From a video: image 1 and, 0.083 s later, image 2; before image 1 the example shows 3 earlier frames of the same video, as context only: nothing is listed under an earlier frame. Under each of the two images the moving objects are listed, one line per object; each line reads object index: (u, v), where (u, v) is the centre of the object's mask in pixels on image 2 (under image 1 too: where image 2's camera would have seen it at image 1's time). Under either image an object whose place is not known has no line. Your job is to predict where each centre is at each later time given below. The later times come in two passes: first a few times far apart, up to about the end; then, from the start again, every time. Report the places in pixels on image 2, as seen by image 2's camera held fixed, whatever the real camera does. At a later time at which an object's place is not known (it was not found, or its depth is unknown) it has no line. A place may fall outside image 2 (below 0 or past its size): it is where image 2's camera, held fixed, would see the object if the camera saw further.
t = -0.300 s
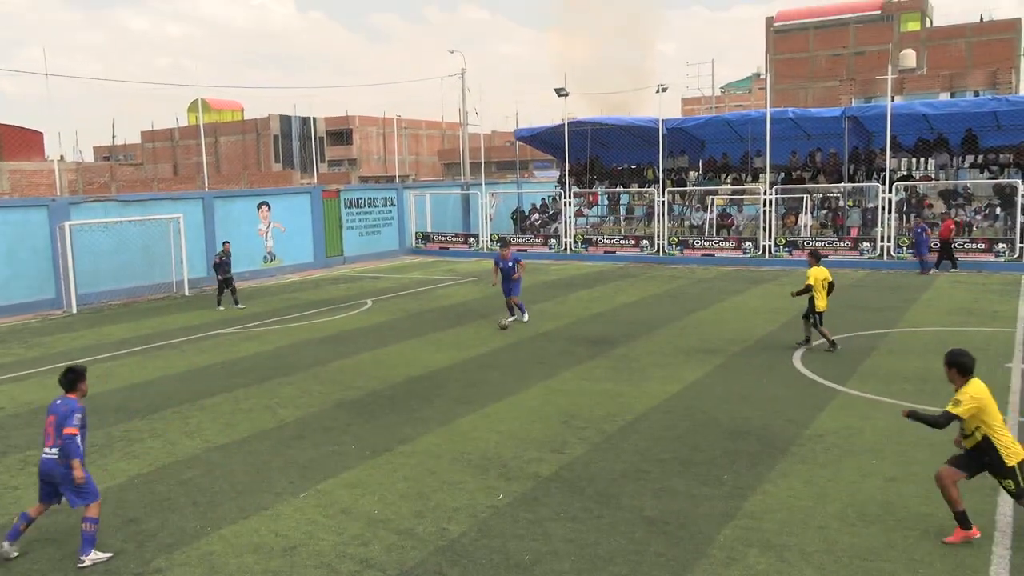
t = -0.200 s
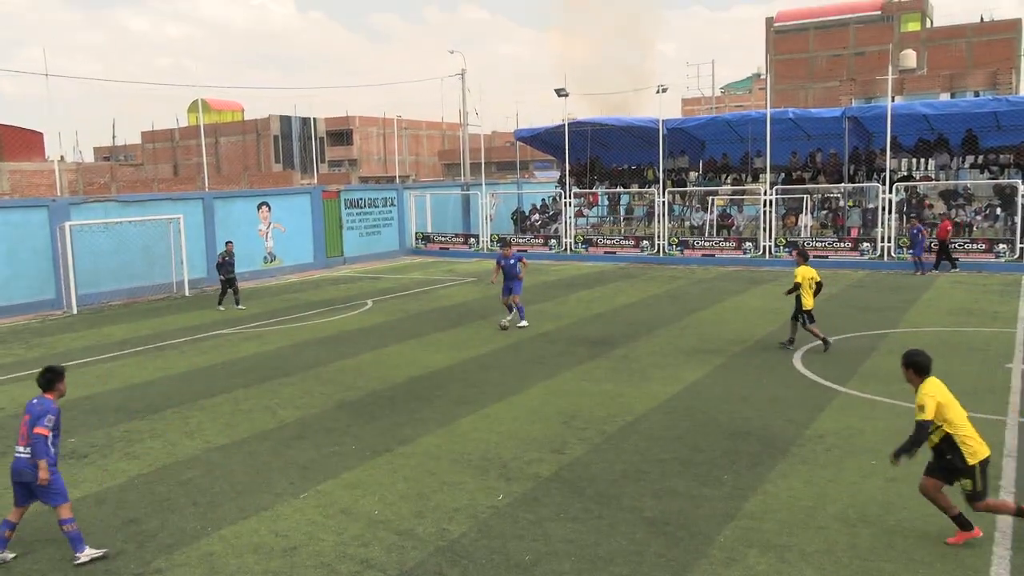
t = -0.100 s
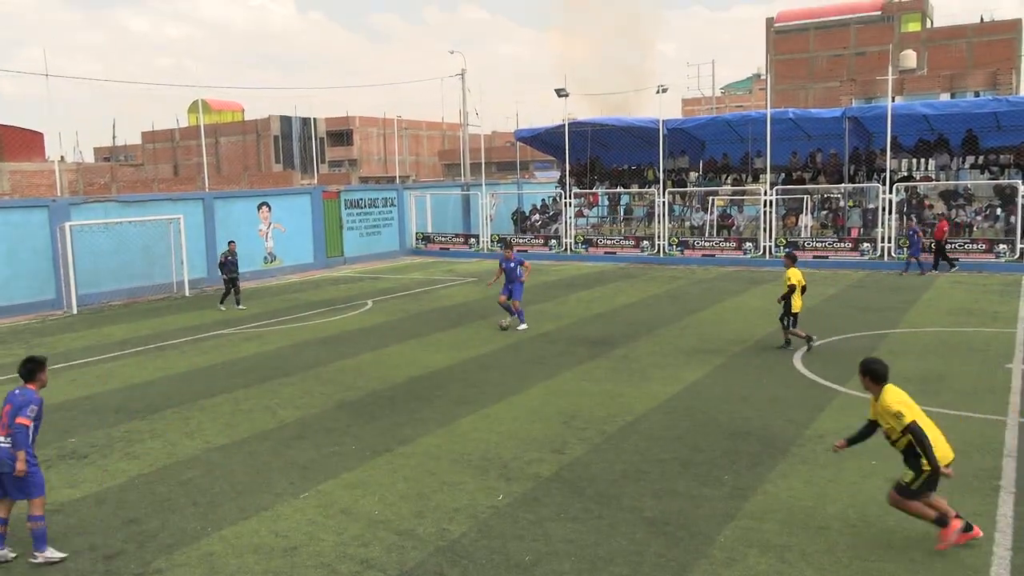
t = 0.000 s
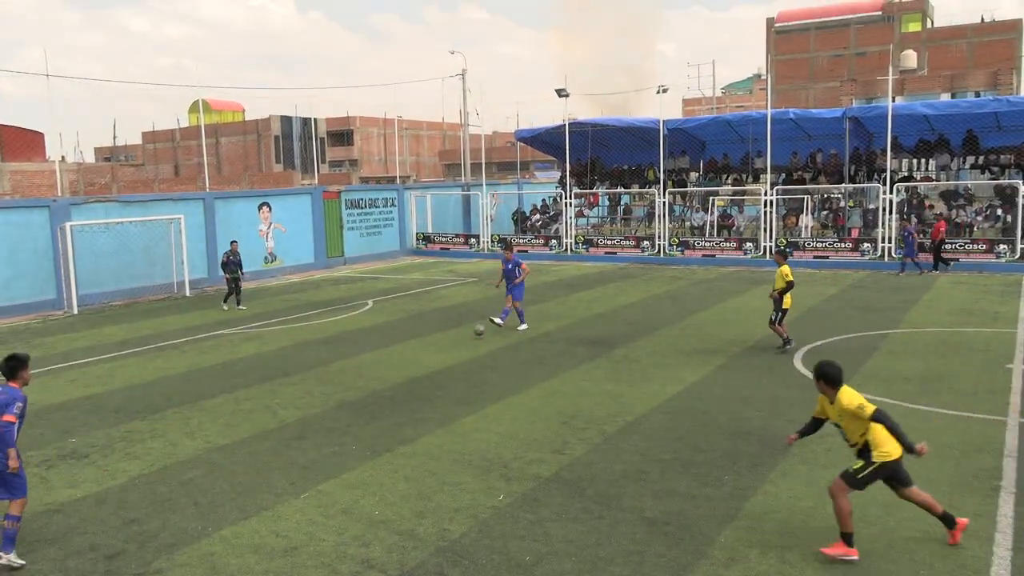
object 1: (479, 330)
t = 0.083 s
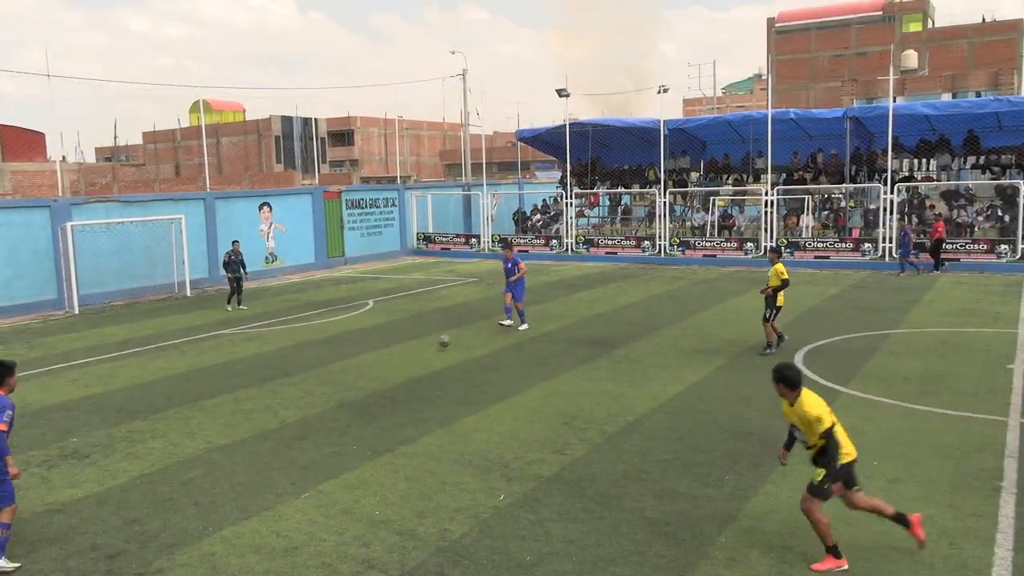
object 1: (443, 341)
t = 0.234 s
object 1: (369, 369)
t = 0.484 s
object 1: (215, 421)
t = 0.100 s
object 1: (436, 345)
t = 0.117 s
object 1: (428, 347)
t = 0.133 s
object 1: (420, 350)
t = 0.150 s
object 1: (413, 355)
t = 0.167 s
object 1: (403, 358)
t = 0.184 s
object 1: (394, 362)
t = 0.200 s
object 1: (386, 364)
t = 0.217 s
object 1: (377, 367)
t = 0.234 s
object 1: (369, 369)
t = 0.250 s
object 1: (360, 372)
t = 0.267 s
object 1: (351, 375)
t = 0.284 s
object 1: (342, 379)
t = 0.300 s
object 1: (333, 382)
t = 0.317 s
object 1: (323, 385)
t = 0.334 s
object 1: (313, 390)
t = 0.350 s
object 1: (303, 392)
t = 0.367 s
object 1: (293, 395)
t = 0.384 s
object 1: (283, 399)
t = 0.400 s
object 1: (272, 402)
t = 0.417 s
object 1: (262, 405)
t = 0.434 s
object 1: (250, 409)
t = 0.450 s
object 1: (239, 414)
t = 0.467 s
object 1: (227, 417)
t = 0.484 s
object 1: (215, 421)
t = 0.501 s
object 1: (204, 424)
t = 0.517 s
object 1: (192, 429)
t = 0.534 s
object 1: (179, 432)
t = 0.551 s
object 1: (167, 437)
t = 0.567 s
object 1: (155, 441)
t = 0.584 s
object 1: (143, 446)
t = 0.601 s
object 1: (129, 450)
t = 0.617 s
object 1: (115, 454)
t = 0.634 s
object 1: (100, 460)
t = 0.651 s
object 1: (84, 465)
